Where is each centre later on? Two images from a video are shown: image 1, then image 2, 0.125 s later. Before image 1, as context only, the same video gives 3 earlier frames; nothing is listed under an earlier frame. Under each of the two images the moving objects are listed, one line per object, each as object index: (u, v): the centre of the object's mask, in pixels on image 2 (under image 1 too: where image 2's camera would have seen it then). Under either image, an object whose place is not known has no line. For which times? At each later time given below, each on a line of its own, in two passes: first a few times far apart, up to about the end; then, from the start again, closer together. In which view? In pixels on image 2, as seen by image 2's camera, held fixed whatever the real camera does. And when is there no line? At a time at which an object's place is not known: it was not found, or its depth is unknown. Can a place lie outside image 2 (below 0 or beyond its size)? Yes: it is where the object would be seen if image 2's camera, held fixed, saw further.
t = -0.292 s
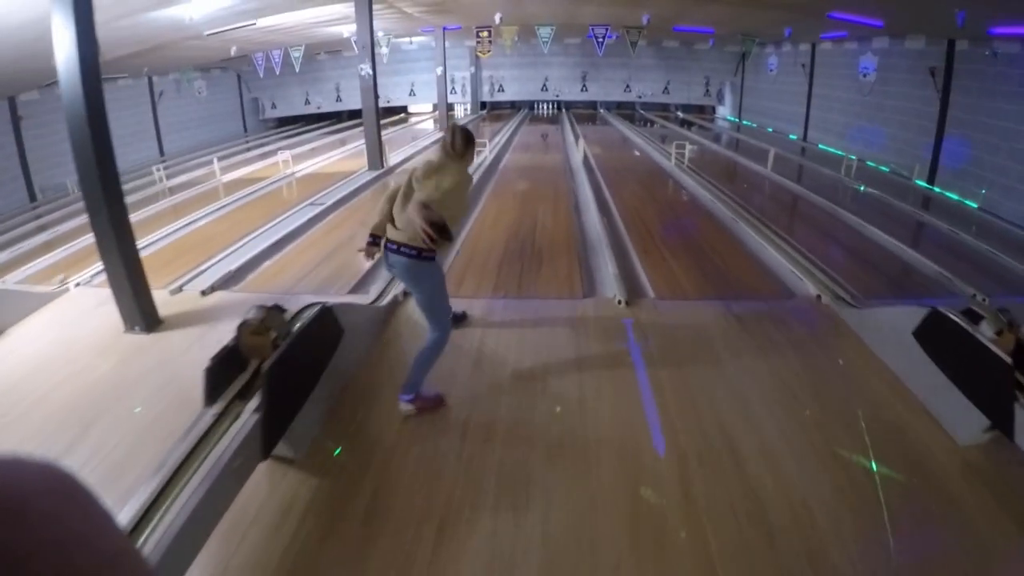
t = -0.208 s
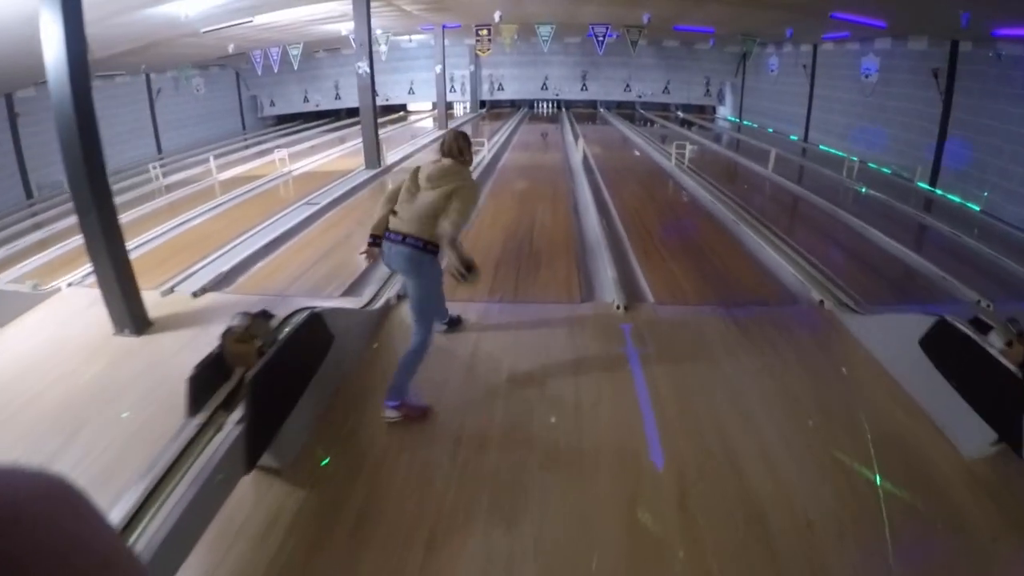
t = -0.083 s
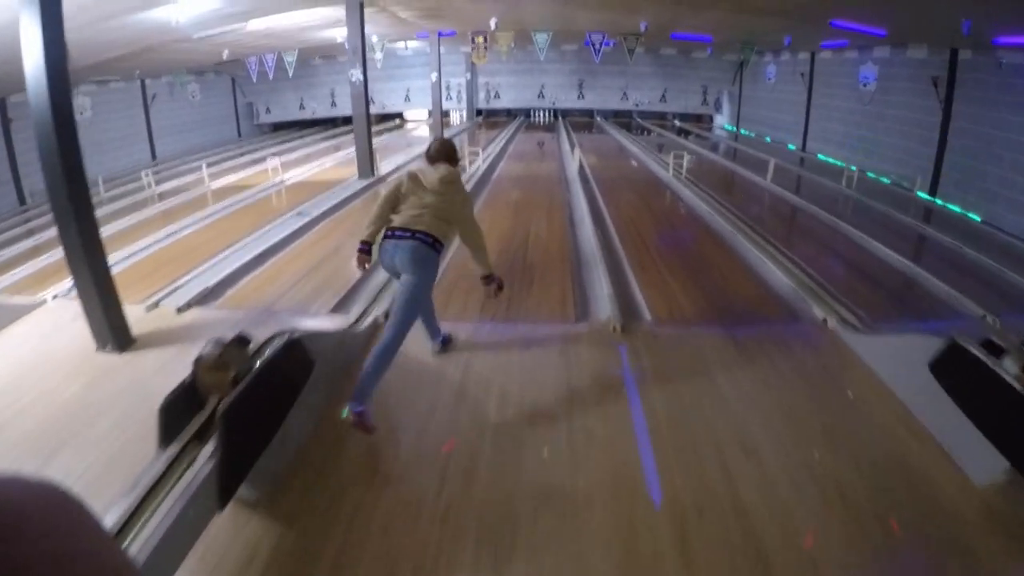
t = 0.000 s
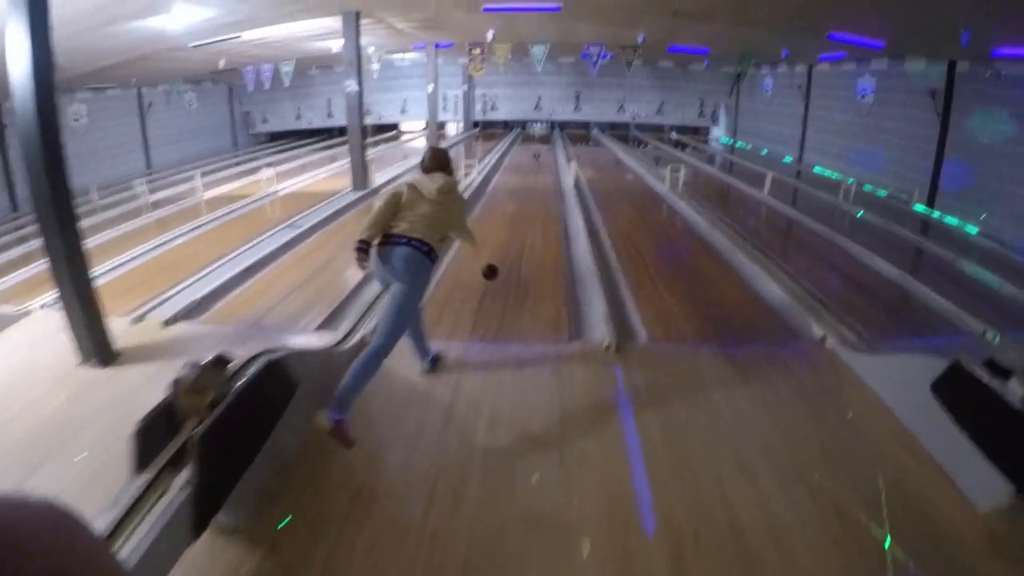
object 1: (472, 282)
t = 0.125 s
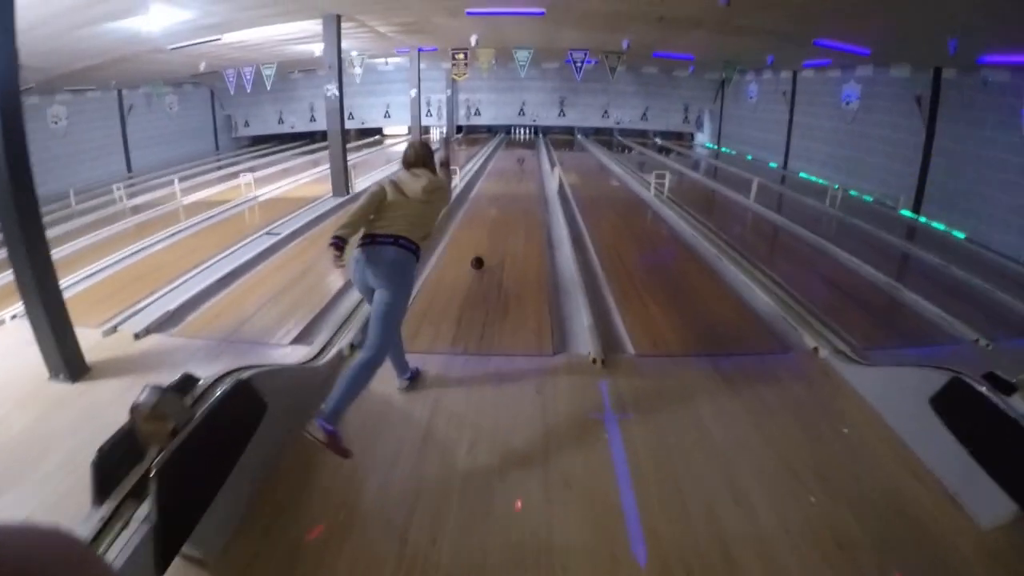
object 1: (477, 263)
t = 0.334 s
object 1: (482, 218)
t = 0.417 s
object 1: (483, 206)
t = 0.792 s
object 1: (487, 176)
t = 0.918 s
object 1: (489, 169)
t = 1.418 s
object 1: (492, 154)
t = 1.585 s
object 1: (497, 149)
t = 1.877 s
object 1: (499, 144)
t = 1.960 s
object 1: (500, 143)
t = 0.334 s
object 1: (482, 218)
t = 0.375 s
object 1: (483, 212)
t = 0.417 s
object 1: (483, 206)
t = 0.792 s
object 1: (487, 176)
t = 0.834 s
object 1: (487, 174)
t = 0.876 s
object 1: (488, 171)
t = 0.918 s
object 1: (489, 169)
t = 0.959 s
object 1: (489, 166)
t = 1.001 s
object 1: (490, 164)
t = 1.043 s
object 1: (490, 163)
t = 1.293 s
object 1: (490, 156)
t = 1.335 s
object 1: (490, 155)
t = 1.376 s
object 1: (491, 154)
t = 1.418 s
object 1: (492, 154)
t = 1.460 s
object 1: (494, 153)
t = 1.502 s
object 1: (496, 151)
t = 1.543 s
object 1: (497, 149)
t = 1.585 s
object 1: (497, 149)
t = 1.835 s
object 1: (497, 145)
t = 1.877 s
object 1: (499, 144)
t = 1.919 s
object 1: (498, 143)
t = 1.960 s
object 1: (500, 143)
